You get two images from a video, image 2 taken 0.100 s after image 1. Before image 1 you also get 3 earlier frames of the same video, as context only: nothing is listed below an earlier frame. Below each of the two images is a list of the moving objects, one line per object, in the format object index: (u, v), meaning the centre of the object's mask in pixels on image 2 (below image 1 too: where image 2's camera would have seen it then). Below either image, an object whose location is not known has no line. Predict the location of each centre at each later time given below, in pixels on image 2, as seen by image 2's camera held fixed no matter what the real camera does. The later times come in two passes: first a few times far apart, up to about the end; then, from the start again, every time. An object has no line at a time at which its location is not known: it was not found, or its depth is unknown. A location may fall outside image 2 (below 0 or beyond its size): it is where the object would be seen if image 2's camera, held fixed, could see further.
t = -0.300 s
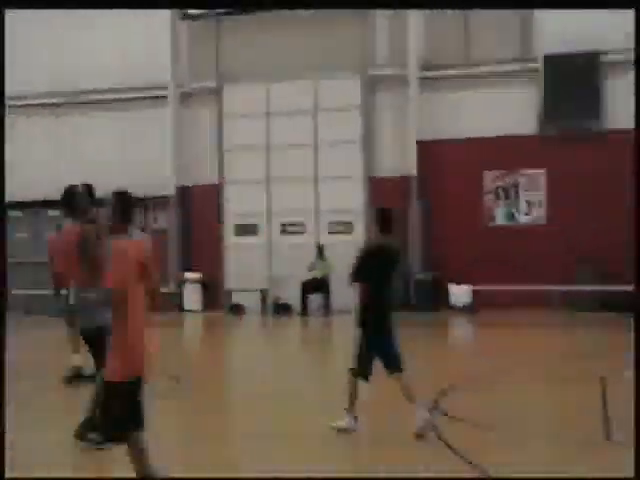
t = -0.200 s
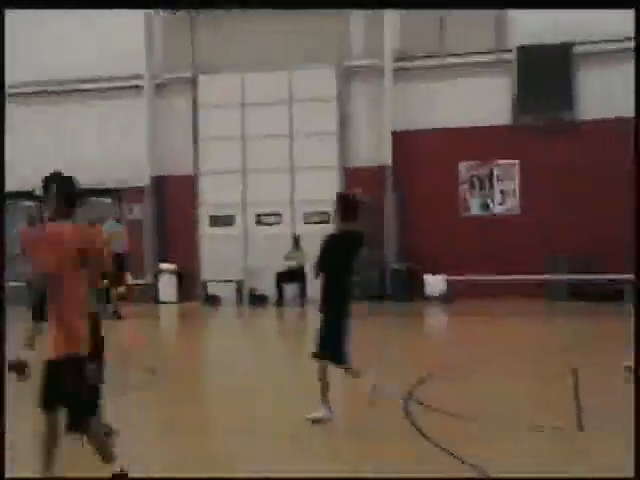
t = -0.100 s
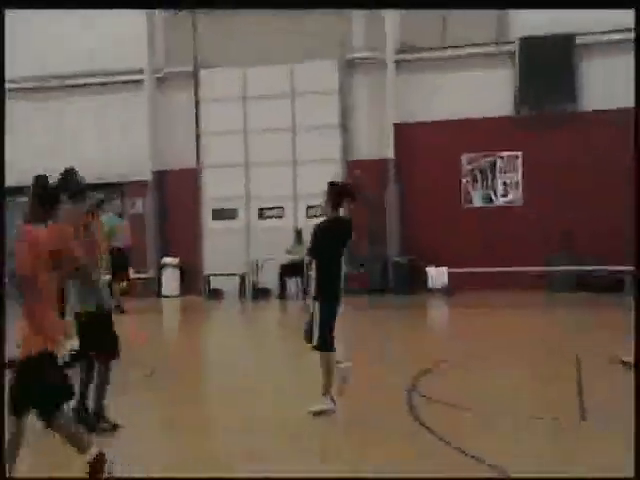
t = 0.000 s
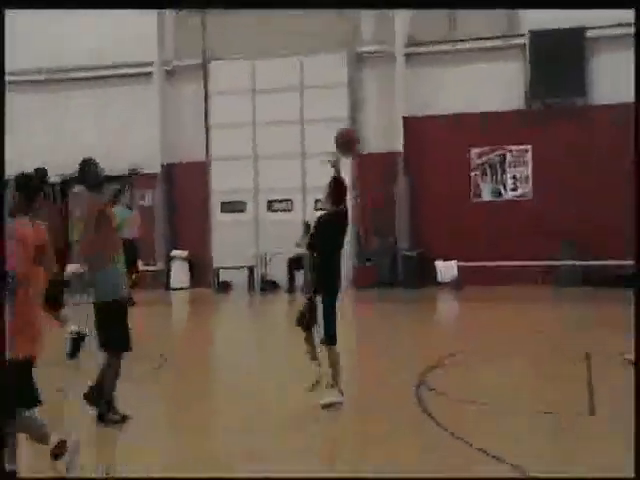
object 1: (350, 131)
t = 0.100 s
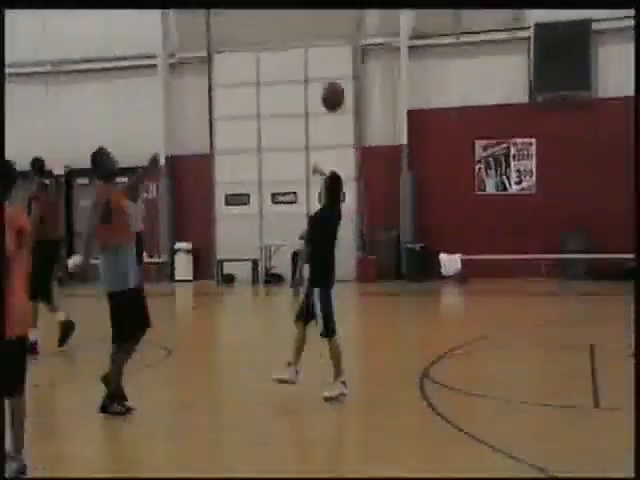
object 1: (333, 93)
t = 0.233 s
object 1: (308, 62)
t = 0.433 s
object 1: (276, 64)
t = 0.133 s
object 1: (326, 83)
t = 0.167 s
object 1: (321, 76)
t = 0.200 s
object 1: (315, 68)
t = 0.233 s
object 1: (308, 62)
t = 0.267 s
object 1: (303, 60)
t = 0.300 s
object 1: (297, 59)
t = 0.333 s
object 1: (292, 58)
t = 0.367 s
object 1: (287, 59)
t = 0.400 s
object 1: (281, 60)
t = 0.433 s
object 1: (276, 64)
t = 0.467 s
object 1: (271, 70)
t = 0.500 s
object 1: (264, 75)
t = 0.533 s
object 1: (259, 82)
